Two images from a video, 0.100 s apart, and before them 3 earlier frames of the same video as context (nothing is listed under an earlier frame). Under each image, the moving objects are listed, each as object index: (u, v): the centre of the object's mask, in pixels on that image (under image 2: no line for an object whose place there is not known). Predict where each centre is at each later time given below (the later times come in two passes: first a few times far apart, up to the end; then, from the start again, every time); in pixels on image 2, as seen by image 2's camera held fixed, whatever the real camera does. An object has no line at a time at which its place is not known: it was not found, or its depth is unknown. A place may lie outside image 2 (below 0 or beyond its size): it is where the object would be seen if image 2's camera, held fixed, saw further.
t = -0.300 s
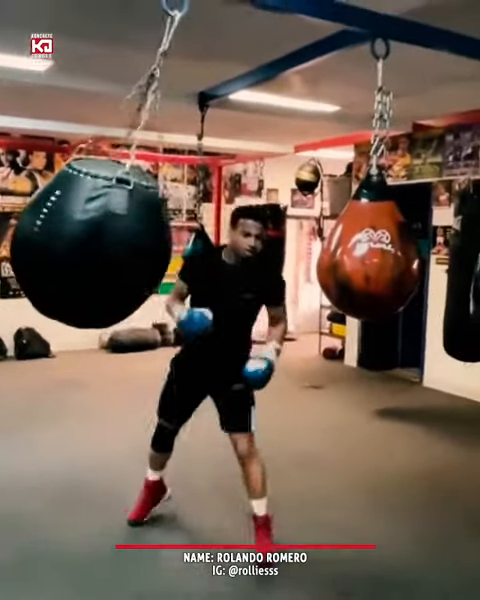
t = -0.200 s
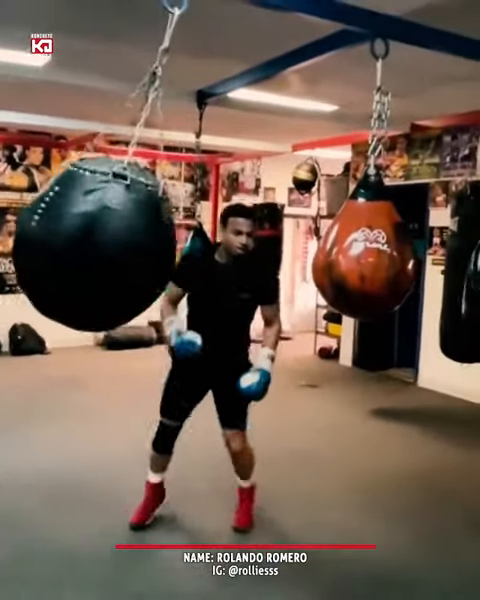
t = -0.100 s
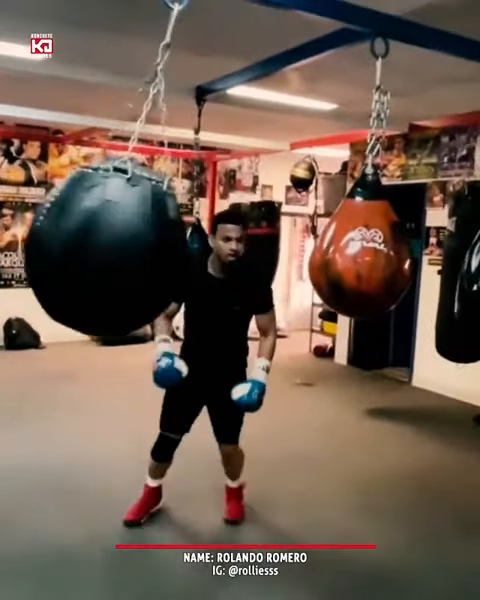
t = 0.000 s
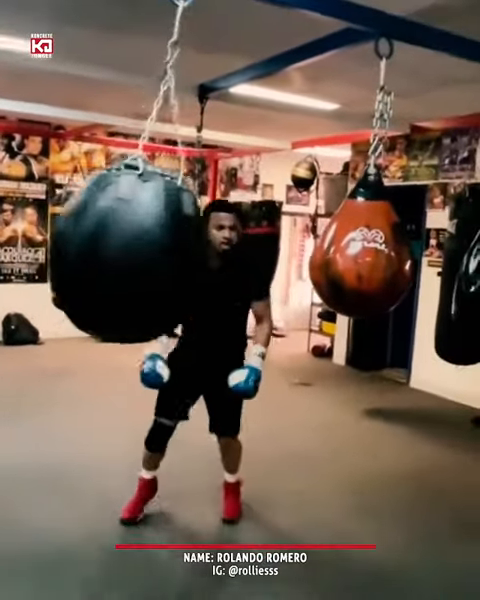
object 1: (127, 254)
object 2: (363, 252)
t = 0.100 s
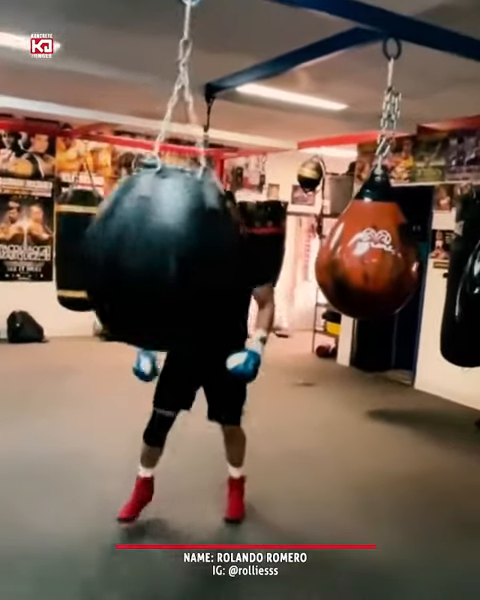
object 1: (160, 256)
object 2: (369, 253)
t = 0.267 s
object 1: (185, 244)
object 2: (370, 254)
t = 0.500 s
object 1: (238, 237)
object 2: (381, 251)
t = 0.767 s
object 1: (243, 247)
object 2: (383, 252)
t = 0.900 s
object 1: (234, 254)
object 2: (379, 253)
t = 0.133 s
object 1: (167, 255)
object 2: (369, 253)
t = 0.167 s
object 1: (179, 256)
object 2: (370, 254)
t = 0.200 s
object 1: (190, 258)
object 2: (370, 254)
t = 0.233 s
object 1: (176, 249)
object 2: (370, 254)
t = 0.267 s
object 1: (185, 244)
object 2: (370, 254)
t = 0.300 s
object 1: (216, 252)
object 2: (371, 254)
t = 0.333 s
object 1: (224, 247)
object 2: (371, 253)
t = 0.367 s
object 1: (228, 245)
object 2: (372, 253)
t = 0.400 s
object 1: (231, 243)
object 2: (374, 252)
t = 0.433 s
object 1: (237, 242)
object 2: (377, 252)
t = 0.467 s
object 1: (239, 241)
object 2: (379, 251)
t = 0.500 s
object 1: (238, 237)
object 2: (381, 251)
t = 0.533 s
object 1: (243, 238)
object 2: (383, 251)
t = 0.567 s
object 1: (245, 237)
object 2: (384, 251)
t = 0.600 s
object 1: (247, 238)
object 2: (385, 250)
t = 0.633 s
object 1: (247, 238)
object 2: (386, 250)
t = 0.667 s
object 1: (249, 240)
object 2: (386, 251)
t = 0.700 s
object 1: (248, 242)
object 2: (385, 251)
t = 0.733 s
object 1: (247, 245)
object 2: (384, 251)
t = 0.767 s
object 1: (243, 247)
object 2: (383, 252)
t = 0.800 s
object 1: (241, 247)
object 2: (382, 252)
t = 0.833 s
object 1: (238, 249)
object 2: (380, 253)
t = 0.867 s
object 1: (240, 252)
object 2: (379, 254)
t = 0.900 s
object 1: (234, 254)
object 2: (379, 253)
